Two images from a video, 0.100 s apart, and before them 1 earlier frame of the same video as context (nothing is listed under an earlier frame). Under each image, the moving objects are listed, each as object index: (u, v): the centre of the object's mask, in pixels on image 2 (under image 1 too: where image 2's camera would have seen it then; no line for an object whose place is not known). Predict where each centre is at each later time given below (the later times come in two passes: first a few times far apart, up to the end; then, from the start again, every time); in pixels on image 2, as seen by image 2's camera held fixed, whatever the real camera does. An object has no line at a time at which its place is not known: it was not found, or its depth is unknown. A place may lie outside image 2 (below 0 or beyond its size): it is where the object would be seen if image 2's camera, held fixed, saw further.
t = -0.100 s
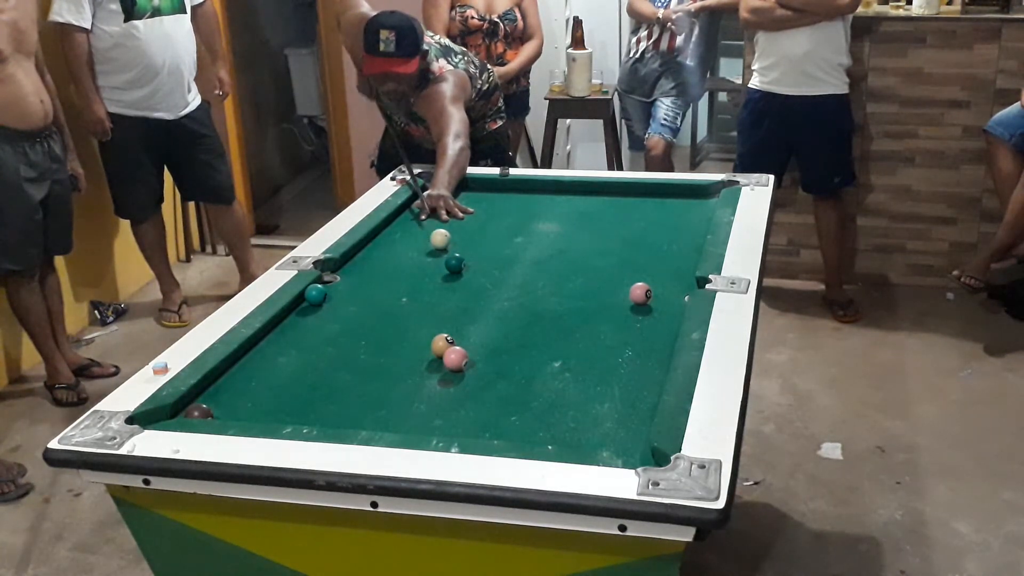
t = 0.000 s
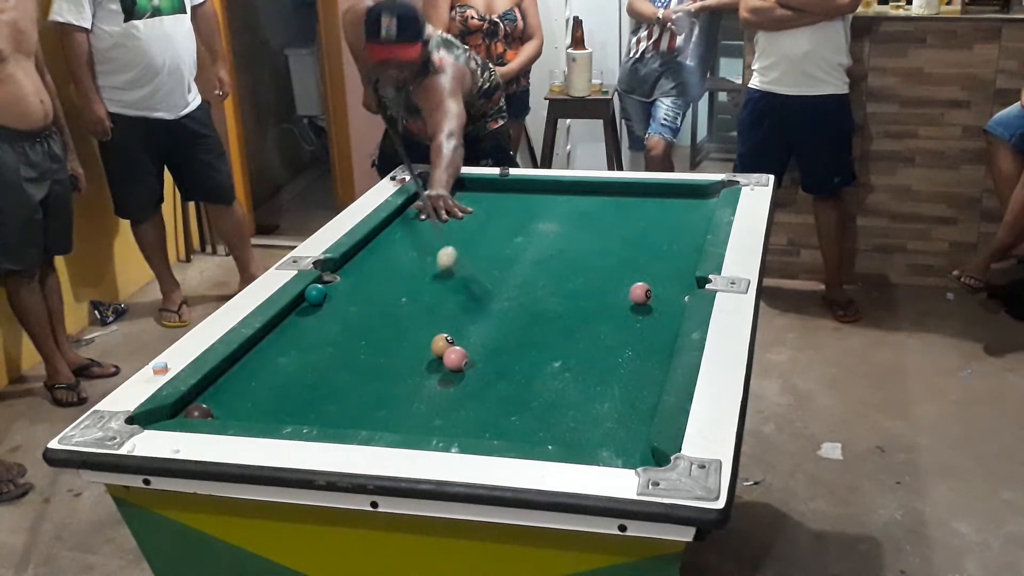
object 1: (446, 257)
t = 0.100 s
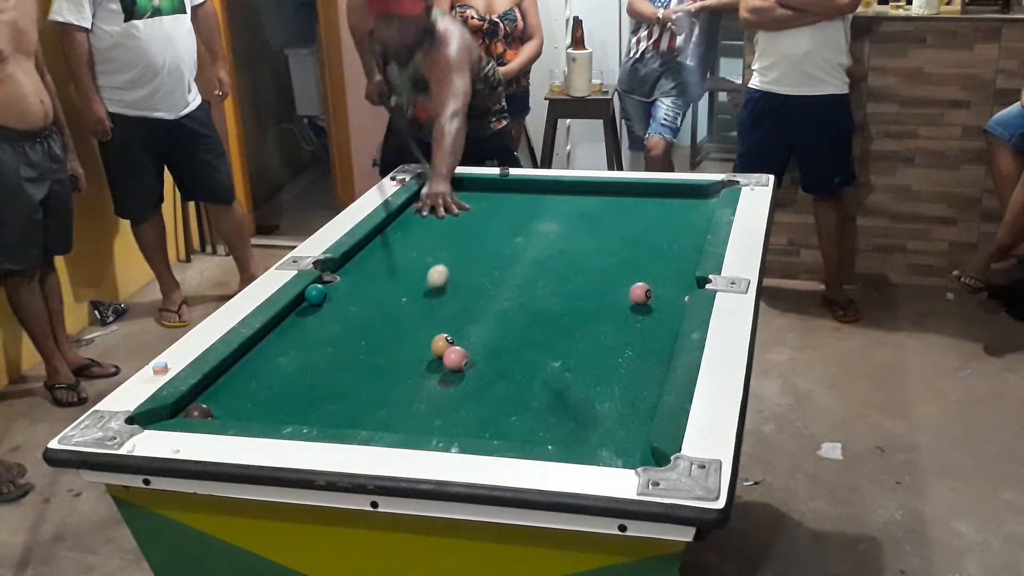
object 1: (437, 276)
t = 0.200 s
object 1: (429, 289)
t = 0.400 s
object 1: (411, 310)
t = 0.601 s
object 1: (393, 333)
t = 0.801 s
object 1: (374, 357)
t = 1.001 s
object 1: (354, 383)
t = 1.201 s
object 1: (332, 411)
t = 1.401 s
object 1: (329, 412)
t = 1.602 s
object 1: (339, 396)
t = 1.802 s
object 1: (348, 380)
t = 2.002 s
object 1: (356, 367)
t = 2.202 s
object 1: (364, 355)
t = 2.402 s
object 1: (371, 345)
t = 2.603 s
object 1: (378, 335)
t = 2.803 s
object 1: (383, 327)
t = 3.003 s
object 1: (389, 320)
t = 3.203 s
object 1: (395, 314)
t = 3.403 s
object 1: (400, 308)
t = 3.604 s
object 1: (405, 304)
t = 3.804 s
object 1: (409, 300)
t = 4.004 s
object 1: (413, 297)
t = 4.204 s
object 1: (416, 294)
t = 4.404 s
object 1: (420, 292)
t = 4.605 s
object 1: (423, 291)
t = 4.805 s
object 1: (425, 291)
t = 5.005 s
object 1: (425, 290)
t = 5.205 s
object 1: (425, 291)
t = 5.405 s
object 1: (425, 291)
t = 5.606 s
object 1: (425, 291)
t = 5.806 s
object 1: (425, 291)
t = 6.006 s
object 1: (425, 290)
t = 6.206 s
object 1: (425, 290)
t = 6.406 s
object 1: (425, 290)
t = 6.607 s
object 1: (425, 291)
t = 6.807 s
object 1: (425, 291)
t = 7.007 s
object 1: (425, 291)
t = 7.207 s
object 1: (425, 291)
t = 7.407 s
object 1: (425, 291)
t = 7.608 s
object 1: (425, 291)
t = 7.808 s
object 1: (425, 291)
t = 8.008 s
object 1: (425, 291)
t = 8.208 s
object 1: (425, 291)
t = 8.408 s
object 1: (425, 291)
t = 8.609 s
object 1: (425, 291)
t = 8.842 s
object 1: (425, 291)
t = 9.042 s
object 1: (425, 291)
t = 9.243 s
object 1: (425, 291)
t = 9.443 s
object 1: (425, 291)
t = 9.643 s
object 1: (425, 291)
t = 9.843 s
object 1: (425, 291)
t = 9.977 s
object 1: (425, 291)
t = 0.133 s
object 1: (435, 281)
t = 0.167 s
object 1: (432, 285)
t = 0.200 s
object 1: (429, 289)
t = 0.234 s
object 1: (426, 292)
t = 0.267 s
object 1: (423, 296)
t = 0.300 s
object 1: (420, 299)
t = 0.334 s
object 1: (417, 303)
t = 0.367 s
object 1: (414, 306)
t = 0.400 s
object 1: (411, 310)
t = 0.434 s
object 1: (408, 314)
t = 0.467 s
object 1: (405, 318)
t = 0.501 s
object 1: (402, 321)
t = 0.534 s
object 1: (399, 325)
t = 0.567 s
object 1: (396, 329)
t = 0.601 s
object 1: (393, 333)
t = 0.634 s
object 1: (389, 337)
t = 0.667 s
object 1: (386, 341)
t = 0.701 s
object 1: (383, 345)
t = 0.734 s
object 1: (380, 349)
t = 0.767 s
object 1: (377, 353)
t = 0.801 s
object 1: (374, 357)
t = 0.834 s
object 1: (370, 361)
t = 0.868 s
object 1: (367, 366)
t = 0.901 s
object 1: (364, 370)
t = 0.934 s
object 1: (360, 374)
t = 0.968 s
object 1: (357, 379)
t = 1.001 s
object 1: (354, 383)
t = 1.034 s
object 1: (350, 387)
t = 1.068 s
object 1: (347, 392)
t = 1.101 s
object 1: (343, 397)
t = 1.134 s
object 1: (339, 401)
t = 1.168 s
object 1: (336, 406)
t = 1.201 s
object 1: (332, 411)
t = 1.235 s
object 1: (328, 414)
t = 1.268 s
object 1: (325, 417)
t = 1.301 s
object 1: (324, 418)
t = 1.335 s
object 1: (325, 417)
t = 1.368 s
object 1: (327, 415)
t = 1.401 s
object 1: (329, 412)
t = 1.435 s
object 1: (331, 410)
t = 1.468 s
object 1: (332, 407)
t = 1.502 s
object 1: (334, 404)
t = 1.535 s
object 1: (336, 401)
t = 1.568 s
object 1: (337, 398)
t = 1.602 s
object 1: (339, 396)
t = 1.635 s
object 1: (341, 393)
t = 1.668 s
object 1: (342, 390)
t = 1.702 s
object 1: (344, 388)
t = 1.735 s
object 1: (345, 385)
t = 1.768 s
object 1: (347, 383)
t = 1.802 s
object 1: (348, 380)
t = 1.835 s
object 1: (350, 378)
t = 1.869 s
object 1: (351, 376)
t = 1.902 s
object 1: (352, 373)
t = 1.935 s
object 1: (354, 372)
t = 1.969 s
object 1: (355, 369)
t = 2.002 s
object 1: (356, 367)
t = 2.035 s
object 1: (358, 365)
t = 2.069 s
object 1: (359, 363)
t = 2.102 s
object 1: (360, 361)
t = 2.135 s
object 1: (362, 359)
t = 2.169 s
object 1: (363, 357)
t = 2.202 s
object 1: (364, 355)
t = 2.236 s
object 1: (365, 353)
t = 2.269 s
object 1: (367, 351)
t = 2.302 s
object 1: (368, 350)
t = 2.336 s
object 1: (369, 348)
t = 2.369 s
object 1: (370, 346)
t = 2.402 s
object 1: (371, 345)
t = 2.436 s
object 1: (372, 343)
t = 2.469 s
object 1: (373, 341)
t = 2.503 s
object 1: (375, 340)
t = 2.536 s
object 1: (376, 338)
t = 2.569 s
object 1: (377, 337)
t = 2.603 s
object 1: (378, 335)
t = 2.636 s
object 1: (379, 334)
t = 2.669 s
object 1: (380, 332)
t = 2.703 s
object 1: (380, 331)
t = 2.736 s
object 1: (382, 330)
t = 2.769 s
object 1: (382, 329)
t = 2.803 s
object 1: (383, 327)
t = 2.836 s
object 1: (385, 326)
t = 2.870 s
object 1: (385, 325)
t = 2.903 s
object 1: (386, 323)
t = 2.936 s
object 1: (387, 322)
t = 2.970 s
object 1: (388, 321)
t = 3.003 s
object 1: (389, 320)
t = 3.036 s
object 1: (390, 319)
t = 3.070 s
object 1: (391, 318)
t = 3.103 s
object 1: (392, 317)
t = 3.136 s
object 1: (393, 316)
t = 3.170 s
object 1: (394, 314)
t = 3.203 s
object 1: (395, 314)
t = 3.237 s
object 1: (396, 313)
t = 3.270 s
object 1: (396, 312)
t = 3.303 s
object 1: (397, 311)
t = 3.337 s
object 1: (398, 310)
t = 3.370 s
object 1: (399, 309)
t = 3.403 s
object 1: (400, 308)
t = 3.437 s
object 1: (401, 307)
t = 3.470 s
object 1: (401, 307)
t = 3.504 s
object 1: (402, 306)
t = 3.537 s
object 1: (403, 305)
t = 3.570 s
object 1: (404, 304)
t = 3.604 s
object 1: (405, 304)
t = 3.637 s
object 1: (405, 303)
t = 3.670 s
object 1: (406, 302)
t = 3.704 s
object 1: (407, 302)
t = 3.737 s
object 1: (407, 301)
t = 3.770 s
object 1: (408, 300)
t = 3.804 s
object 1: (409, 300)
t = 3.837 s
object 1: (409, 299)
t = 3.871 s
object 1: (410, 299)
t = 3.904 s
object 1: (411, 298)
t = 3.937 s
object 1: (411, 298)
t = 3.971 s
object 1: (412, 297)
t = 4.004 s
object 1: (413, 297)
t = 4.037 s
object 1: (413, 296)
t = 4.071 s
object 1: (414, 296)
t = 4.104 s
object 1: (415, 295)
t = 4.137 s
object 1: (415, 295)
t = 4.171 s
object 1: (416, 294)
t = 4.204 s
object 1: (416, 294)
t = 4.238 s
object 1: (417, 294)
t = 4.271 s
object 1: (417, 293)
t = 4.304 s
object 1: (418, 293)
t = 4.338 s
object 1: (419, 293)
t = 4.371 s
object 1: (419, 293)
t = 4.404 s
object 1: (420, 292)
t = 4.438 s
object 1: (420, 292)
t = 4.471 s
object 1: (421, 292)
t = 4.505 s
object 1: (421, 292)
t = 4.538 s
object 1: (422, 292)
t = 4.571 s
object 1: (423, 291)
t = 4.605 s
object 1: (423, 291)
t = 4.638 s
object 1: (423, 291)
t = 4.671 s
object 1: (424, 291)
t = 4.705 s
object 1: (424, 291)
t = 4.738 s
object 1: (424, 291)
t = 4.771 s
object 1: (425, 291)
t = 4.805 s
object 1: (425, 291)
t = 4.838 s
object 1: (425, 290)
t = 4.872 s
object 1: (425, 290)
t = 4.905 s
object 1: (425, 290)
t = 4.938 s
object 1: (425, 290)
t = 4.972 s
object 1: (425, 290)
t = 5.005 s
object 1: (425, 290)
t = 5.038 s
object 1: (425, 290)
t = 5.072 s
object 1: (425, 290)
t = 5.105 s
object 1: (425, 290)
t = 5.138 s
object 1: (425, 290)
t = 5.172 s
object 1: (425, 290)
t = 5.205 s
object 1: (425, 291)
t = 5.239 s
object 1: (425, 291)
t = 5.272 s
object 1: (425, 291)
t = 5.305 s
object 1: (425, 291)
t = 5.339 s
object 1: (425, 291)
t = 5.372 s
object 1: (425, 291)
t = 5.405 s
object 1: (425, 291)
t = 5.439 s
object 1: (425, 291)
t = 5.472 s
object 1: (425, 291)
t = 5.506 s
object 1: (425, 291)
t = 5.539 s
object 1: (425, 291)
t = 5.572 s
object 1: (425, 291)
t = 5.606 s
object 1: (425, 291)
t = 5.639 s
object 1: (425, 291)
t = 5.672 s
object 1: (425, 291)
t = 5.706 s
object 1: (425, 291)
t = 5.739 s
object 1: (425, 291)
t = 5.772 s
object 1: (425, 291)
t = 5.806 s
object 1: (425, 291)
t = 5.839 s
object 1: (425, 291)
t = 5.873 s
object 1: (425, 290)
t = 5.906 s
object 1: (425, 291)
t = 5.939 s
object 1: (425, 290)
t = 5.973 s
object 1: (425, 291)
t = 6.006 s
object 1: (425, 290)
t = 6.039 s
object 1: (425, 291)
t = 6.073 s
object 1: (425, 291)
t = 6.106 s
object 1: (425, 290)
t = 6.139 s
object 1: (425, 290)
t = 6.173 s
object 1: (425, 290)
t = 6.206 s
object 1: (425, 290)
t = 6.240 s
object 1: (425, 291)
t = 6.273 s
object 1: (425, 290)
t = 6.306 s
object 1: (425, 290)
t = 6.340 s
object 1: (425, 291)
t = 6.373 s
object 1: (425, 290)
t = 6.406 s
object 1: (425, 290)
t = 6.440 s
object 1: (425, 290)
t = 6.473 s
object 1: (425, 290)
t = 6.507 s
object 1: (425, 291)
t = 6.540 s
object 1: (425, 291)
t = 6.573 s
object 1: (425, 291)
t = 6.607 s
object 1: (425, 291)
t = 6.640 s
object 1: (425, 291)
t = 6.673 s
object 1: (425, 291)
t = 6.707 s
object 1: (425, 291)
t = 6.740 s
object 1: (425, 291)
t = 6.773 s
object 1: (425, 291)
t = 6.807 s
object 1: (425, 291)
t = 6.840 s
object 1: (425, 291)
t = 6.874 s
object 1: (425, 291)
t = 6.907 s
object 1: (425, 291)
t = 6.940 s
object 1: (425, 291)
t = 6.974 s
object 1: (425, 291)
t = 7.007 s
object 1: (425, 291)
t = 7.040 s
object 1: (425, 291)
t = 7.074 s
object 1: (425, 291)
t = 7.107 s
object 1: (425, 291)
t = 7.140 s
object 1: (425, 291)
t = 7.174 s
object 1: (425, 291)
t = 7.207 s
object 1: (425, 291)
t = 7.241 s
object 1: (425, 291)
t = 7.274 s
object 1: (425, 291)
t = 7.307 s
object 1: (425, 291)
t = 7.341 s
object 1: (425, 291)
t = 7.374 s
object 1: (425, 291)
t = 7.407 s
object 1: (425, 291)
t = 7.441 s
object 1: (425, 291)
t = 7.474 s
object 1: (425, 291)
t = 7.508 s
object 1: (425, 291)
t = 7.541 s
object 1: (425, 291)
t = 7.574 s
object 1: (425, 291)
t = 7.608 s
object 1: (425, 291)
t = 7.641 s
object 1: (425, 291)
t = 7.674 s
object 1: (425, 291)
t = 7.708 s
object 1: (425, 291)
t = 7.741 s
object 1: (425, 291)
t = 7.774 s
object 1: (425, 291)
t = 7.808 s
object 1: (425, 291)
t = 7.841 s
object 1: (425, 291)
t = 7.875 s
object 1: (425, 291)
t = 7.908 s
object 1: (425, 291)
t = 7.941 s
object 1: (425, 291)
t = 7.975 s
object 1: (425, 291)
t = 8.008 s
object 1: (425, 291)
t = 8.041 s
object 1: (425, 291)
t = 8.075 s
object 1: (425, 291)
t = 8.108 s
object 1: (425, 291)
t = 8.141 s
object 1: (425, 291)
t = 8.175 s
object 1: (425, 291)
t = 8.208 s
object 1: (425, 291)
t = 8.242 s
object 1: (425, 291)
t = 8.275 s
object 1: (425, 291)
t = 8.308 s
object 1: (425, 291)
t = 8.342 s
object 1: (425, 291)
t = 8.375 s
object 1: (425, 291)
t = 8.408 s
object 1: (425, 291)
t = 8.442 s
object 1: (425, 291)
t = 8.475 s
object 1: (425, 291)
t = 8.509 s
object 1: (425, 291)
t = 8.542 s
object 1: (425, 291)
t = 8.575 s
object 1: (425, 291)
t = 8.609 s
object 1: (425, 291)
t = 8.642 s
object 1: (425, 291)
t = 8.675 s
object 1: (425, 291)
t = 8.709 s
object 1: (425, 291)
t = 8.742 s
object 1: (425, 291)
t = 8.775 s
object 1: (425, 291)
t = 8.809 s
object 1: (425, 291)
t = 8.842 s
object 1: (425, 291)
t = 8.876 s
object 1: (425, 291)
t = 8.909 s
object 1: (425, 291)
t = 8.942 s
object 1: (425, 291)
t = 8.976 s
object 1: (425, 291)
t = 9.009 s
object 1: (425, 291)
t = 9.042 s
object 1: (425, 291)
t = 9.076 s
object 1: (425, 291)
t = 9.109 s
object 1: (425, 291)
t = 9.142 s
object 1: (425, 291)
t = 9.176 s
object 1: (425, 291)
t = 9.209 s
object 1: (425, 291)
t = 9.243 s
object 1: (425, 291)
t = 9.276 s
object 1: (425, 291)
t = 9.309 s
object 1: (425, 291)
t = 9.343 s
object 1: (425, 291)
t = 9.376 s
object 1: (425, 291)
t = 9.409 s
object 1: (425, 291)
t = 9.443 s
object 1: (425, 291)
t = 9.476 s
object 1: (425, 291)
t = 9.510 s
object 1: (425, 291)
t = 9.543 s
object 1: (425, 291)
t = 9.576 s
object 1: (425, 291)
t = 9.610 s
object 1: (425, 291)
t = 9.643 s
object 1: (425, 291)
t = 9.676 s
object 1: (425, 291)
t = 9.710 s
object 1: (425, 291)
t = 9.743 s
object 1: (425, 291)
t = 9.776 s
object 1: (425, 291)
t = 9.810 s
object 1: (425, 291)
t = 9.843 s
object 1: (425, 291)
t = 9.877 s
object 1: (425, 291)
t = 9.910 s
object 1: (425, 291)
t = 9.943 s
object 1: (425, 291)
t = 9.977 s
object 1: (425, 291)
